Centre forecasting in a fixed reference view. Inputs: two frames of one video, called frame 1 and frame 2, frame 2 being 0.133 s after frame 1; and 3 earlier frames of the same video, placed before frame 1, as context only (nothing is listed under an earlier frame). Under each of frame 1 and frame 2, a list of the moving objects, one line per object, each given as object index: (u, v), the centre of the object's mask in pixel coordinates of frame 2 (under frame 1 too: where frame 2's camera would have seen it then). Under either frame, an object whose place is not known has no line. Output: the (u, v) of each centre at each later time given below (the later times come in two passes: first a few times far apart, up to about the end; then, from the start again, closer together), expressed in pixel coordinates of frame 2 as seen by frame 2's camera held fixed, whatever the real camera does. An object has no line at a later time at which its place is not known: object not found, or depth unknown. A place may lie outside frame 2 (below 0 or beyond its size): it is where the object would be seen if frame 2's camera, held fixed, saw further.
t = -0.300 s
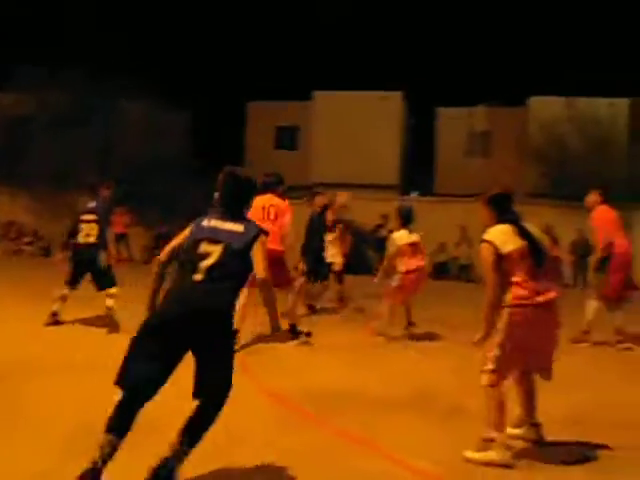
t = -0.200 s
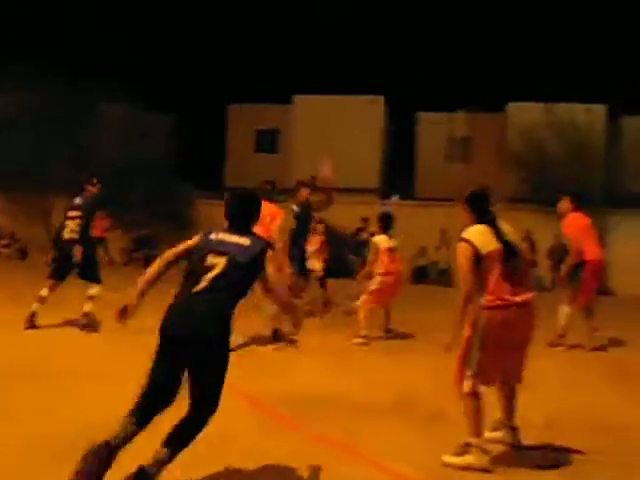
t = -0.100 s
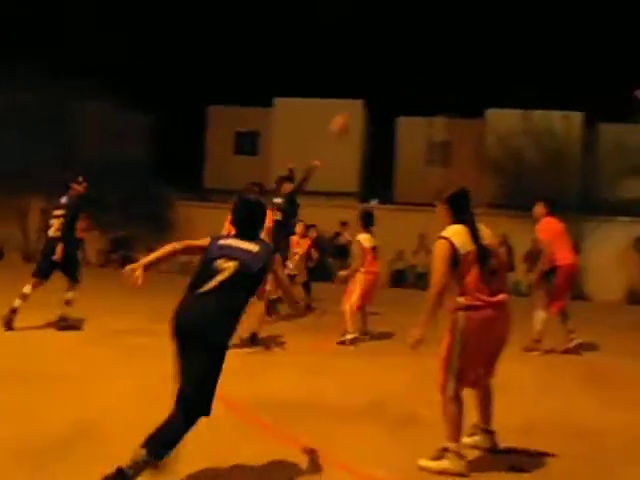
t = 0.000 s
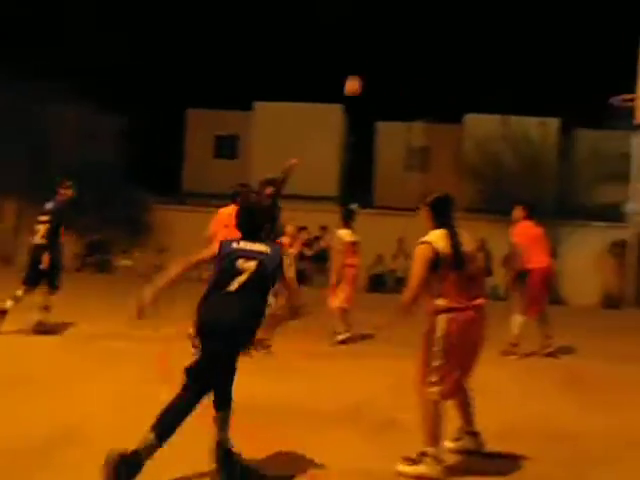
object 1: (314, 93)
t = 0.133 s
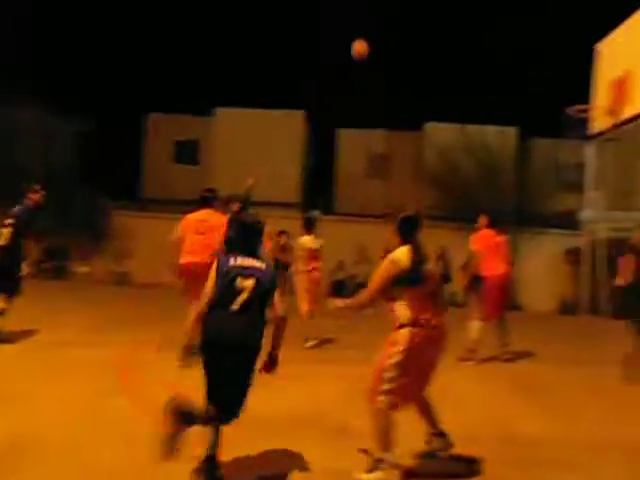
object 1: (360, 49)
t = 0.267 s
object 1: (402, 20)
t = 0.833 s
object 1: (575, 45)
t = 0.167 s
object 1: (370, 41)
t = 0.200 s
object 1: (381, 33)
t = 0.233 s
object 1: (391, 27)
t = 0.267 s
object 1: (402, 20)
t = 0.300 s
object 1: (412, 14)
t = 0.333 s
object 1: (422, 9)
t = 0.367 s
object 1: (432, 4)
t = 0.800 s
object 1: (566, 36)
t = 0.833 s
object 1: (575, 45)
